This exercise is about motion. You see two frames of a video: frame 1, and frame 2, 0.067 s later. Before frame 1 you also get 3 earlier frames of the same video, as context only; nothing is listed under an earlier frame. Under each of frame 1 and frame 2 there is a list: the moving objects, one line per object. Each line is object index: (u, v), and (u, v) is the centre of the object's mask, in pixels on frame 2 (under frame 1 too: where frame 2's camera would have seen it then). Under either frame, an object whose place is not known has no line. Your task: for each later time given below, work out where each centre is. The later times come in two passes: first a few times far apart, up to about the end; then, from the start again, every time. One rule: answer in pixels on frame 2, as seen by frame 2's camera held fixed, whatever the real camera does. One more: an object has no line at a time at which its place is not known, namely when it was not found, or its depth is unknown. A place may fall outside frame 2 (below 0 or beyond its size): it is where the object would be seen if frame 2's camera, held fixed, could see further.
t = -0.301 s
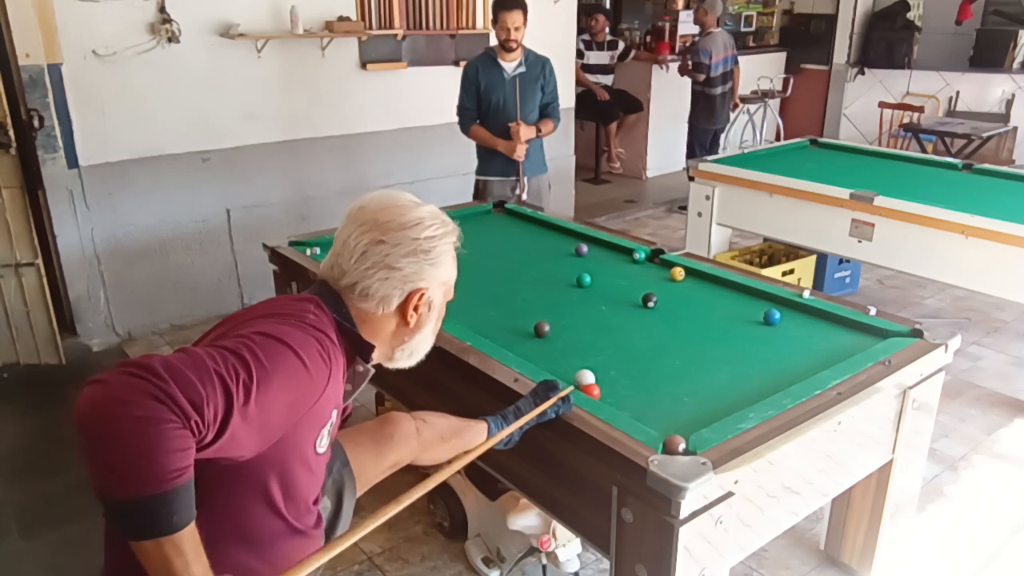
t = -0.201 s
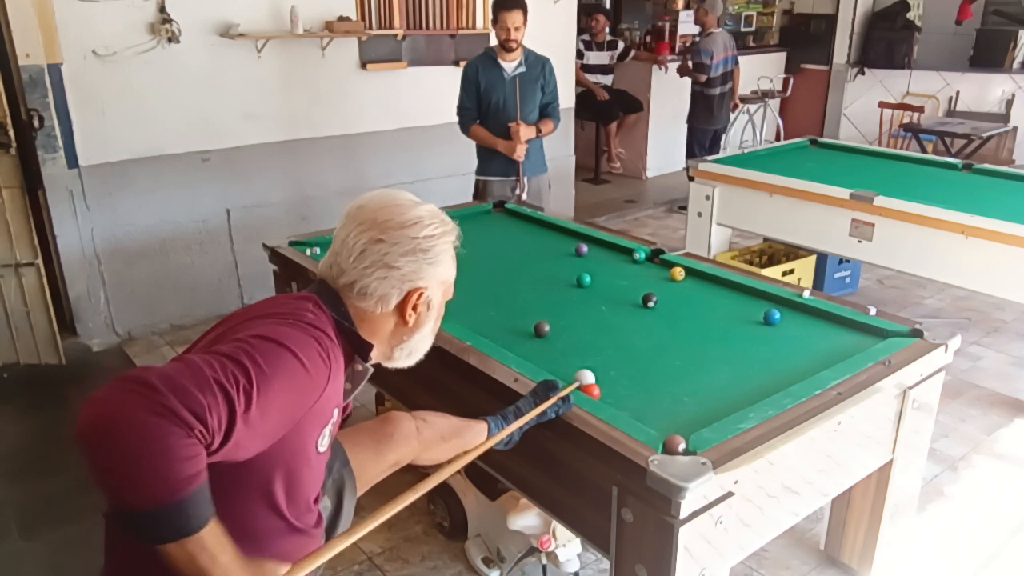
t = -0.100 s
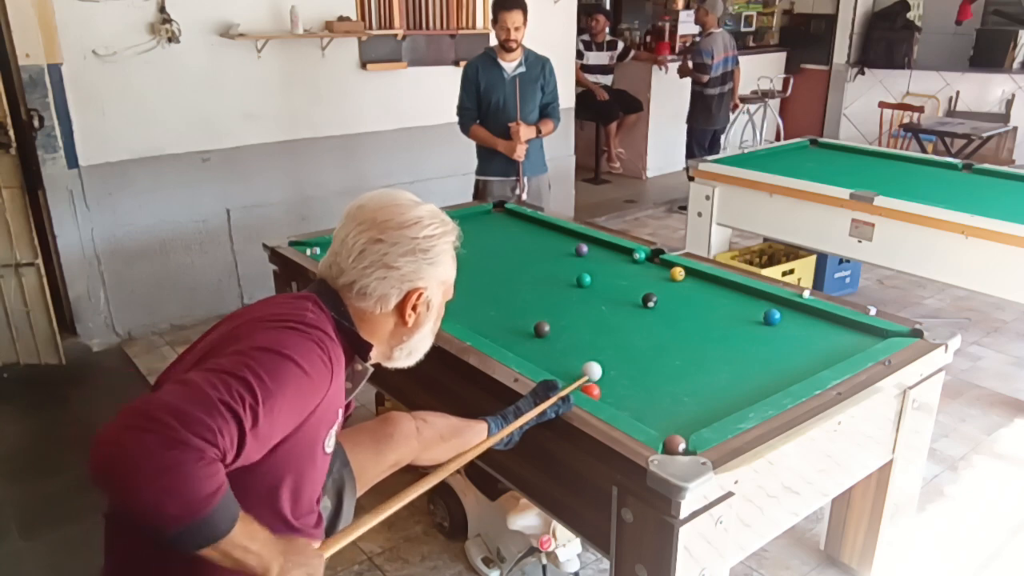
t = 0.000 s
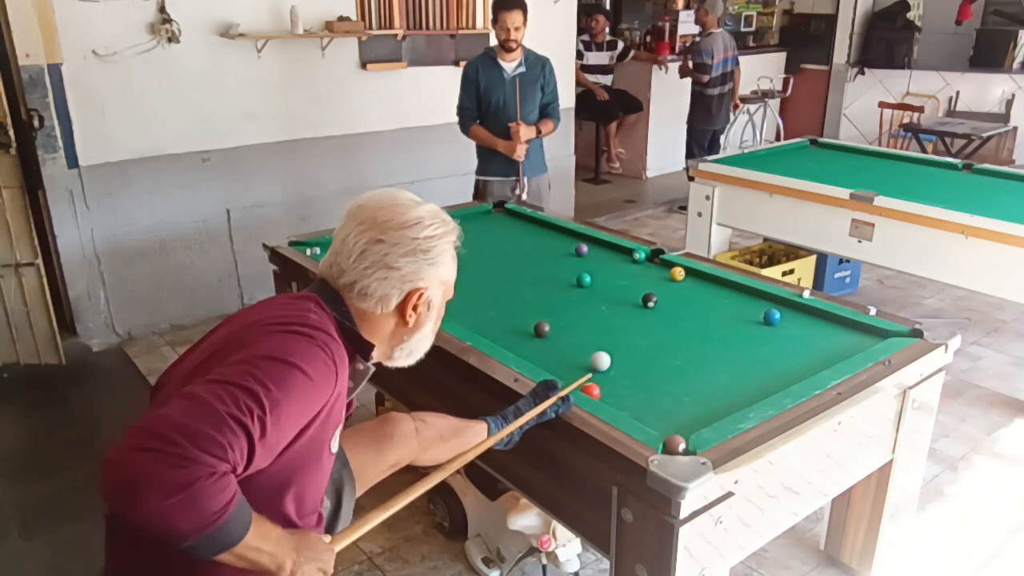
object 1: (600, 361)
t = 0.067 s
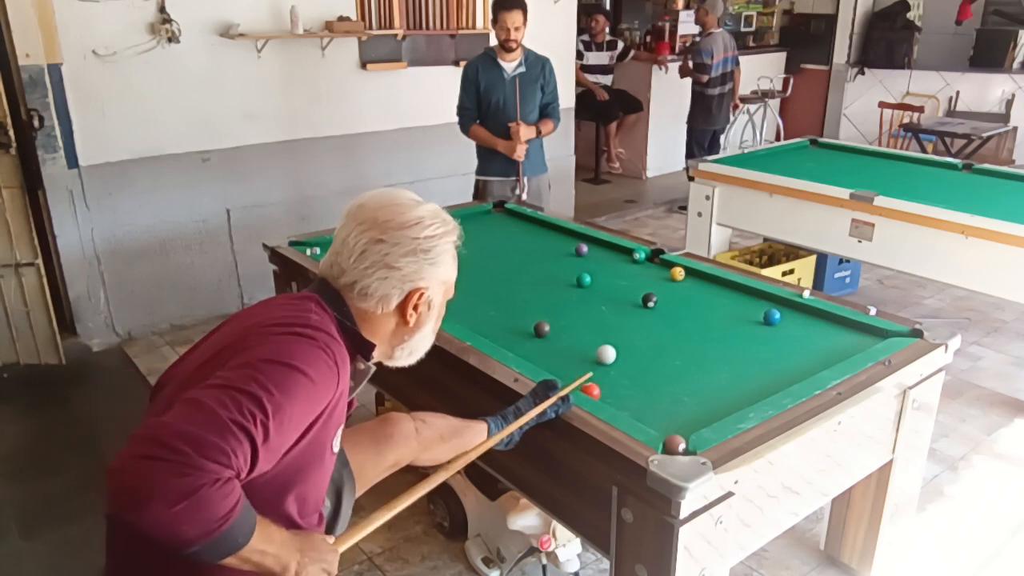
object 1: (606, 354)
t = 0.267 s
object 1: (622, 336)
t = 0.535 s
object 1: (639, 315)
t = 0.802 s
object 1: (653, 303)
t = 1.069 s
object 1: (662, 299)
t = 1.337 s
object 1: (671, 295)
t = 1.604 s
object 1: (678, 292)
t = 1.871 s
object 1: (684, 289)
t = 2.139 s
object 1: (689, 287)
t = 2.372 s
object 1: (692, 286)
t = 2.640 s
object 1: (695, 284)
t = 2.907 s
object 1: (697, 283)
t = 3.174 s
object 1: (697, 283)
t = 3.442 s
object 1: (697, 282)
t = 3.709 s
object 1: (697, 282)
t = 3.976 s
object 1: (697, 282)
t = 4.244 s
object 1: (697, 282)
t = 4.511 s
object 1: (697, 282)
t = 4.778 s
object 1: (697, 282)
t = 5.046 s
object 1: (697, 282)
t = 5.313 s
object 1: (697, 283)
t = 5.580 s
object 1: (697, 283)
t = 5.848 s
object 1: (697, 283)
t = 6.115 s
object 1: (697, 283)
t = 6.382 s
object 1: (697, 282)
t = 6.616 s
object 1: (697, 283)
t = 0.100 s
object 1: (609, 351)
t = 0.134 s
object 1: (611, 348)
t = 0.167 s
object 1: (614, 345)
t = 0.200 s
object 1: (617, 342)
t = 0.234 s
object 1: (619, 339)
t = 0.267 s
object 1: (622, 336)
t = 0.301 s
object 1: (624, 333)
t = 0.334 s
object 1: (626, 330)
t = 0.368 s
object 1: (629, 328)
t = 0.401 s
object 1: (631, 325)
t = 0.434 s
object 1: (633, 323)
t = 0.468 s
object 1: (635, 320)
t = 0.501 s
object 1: (637, 318)
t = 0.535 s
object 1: (639, 315)
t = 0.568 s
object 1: (641, 313)
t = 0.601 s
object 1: (643, 311)
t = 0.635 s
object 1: (645, 308)
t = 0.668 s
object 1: (647, 306)
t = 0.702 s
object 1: (649, 305)
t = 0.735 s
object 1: (650, 304)
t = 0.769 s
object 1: (651, 304)
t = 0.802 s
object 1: (653, 303)
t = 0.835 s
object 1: (654, 303)
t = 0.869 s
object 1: (655, 302)
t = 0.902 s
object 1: (657, 301)
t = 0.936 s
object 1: (658, 301)
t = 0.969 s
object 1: (659, 300)
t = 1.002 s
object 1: (660, 300)
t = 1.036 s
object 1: (661, 299)
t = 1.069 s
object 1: (662, 299)
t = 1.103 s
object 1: (664, 298)
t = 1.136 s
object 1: (665, 298)
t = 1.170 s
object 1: (666, 297)
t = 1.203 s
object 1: (667, 297)
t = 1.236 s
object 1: (668, 296)
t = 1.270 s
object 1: (669, 296)
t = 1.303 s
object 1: (670, 296)
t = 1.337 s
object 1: (671, 295)
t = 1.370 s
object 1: (672, 295)
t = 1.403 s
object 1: (673, 294)
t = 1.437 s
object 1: (674, 294)
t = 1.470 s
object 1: (675, 293)
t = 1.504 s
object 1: (676, 293)
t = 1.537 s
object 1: (676, 293)
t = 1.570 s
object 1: (677, 292)
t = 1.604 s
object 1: (678, 292)
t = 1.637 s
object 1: (679, 292)
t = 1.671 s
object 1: (680, 291)
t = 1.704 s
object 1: (681, 291)
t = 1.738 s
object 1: (681, 291)
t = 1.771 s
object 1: (682, 290)
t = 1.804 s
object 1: (683, 290)
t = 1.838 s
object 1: (683, 290)
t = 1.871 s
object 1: (684, 289)
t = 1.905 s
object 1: (685, 289)
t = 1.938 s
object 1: (685, 289)
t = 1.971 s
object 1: (686, 289)
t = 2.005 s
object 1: (687, 288)
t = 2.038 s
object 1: (687, 288)
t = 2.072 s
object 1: (688, 288)
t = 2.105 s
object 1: (688, 287)
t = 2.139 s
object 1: (689, 287)
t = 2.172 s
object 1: (689, 287)
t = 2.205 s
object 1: (690, 287)
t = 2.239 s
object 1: (690, 286)
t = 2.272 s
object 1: (691, 286)
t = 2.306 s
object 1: (691, 286)
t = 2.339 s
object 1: (692, 286)
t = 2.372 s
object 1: (692, 286)
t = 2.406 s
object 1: (693, 285)
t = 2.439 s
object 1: (693, 285)
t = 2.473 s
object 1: (693, 285)
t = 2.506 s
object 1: (694, 285)
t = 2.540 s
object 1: (694, 284)
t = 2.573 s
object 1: (694, 284)
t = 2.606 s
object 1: (695, 284)
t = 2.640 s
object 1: (695, 284)
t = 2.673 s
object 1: (695, 284)
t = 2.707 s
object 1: (696, 284)
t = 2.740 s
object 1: (696, 284)
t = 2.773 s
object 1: (696, 284)
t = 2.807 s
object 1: (696, 283)
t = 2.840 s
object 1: (696, 283)
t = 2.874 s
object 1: (696, 283)
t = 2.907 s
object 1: (697, 283)
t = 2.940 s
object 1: (697, 283)
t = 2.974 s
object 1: (697, 283)
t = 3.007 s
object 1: (697, 283)
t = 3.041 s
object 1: (697, 283)
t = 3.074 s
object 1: (697, 283)
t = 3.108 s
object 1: (697, 283)
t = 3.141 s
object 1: (697, 283)
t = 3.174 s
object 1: (697, 283)
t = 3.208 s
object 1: (697, 283)
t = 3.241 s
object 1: (697, 283)
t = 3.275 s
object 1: (697, 283)
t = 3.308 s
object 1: (697, 283)
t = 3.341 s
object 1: (697, 283)
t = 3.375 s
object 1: (697, 283)
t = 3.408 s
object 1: (697, 282)
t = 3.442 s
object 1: (697, 282)
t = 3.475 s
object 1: (697, 282)
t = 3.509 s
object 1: (697, 282)
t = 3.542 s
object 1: (697, 282)
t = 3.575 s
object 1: (697, 282)
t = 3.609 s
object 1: (697, 282)
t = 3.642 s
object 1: (697, 282)
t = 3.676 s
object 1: (697, 282)
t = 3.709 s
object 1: (697, 282)
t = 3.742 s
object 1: (697, 282)
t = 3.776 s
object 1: (697, 282)
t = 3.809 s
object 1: (697, 282)
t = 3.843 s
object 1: (697, 282)
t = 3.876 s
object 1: (697, 282)
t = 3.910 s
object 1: (697, 282)
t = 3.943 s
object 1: (697, 282)
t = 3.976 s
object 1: (697, 282)
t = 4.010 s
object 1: (697, 282)
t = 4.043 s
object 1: (697, 282)
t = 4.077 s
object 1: (697, 282)
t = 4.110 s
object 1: (697, 282)
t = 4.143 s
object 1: (697, 282)
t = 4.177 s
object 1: (697, 282)
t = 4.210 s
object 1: (697, 282)
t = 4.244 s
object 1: (697, 282)
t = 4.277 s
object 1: (697, 283)
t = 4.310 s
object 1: (697, 283)
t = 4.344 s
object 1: (697, 283)
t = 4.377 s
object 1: (697, 282)
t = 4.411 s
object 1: (697, 283)
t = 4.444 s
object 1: (697, 283)
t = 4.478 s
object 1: (697, 283)
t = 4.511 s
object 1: (697, 282)
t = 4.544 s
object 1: (697, 283)
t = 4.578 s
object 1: (697, 282)
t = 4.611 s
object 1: (697, 283)
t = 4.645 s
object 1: (697, 283)
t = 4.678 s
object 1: (697, 283)
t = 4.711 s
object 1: (697, 283)
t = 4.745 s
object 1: (697, 283)
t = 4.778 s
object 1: (697, 282)
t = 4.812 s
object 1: (697, 283)
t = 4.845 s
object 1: (697, 283)
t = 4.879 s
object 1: (697, 283)
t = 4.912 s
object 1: (697, 282)
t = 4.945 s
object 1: (697, 282)
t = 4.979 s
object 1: (697, 282)
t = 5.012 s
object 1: (697, 282)
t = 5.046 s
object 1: (697, 282)
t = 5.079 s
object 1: (697, 282)
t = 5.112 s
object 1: (697, 283)
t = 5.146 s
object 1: (697, 283)
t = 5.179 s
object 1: (697, 283)
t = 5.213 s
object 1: (697, 283)
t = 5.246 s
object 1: (697, 283)
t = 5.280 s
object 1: (697, 283)
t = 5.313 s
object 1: (697, 283)
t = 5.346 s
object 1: (697, 283)
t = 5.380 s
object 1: (697, 283)
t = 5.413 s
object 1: (697, 283)
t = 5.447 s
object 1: (697, 283)
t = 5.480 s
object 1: (697, 283)
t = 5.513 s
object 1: (697, 283)
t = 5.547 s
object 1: (697, 283)
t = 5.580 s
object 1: (697, 283)
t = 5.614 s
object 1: (697, 283)
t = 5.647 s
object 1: (697, 283)
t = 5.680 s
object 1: (697, 283)
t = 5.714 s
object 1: (697, 283)
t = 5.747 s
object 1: (697, 282)
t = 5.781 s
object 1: (697, 283)
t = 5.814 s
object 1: (697, 282)
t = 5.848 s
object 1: (697, 283)
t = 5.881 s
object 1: (697, 283)
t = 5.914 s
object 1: (697, 283)
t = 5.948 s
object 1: (697, 283)
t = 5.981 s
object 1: (697, 283)
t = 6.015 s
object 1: (697, 282)
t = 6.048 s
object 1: (697, 283)
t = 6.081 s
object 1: (697, 283)
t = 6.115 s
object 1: (697, 283)
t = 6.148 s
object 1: (697, 283)
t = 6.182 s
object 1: (697, 283)
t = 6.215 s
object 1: (697, 283)
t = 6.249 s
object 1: (697, 283)
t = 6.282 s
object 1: (697, 283)
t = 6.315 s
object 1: (697, 283)
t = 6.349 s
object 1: (697, 283)
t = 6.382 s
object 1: (697, 282)
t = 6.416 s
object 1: (697, 283)
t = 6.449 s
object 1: (697, 283)
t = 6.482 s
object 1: (697, 283)
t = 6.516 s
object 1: (697, 282)
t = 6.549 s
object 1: (697, 283)
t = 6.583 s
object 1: (697, 282)
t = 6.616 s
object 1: (697, 283)
